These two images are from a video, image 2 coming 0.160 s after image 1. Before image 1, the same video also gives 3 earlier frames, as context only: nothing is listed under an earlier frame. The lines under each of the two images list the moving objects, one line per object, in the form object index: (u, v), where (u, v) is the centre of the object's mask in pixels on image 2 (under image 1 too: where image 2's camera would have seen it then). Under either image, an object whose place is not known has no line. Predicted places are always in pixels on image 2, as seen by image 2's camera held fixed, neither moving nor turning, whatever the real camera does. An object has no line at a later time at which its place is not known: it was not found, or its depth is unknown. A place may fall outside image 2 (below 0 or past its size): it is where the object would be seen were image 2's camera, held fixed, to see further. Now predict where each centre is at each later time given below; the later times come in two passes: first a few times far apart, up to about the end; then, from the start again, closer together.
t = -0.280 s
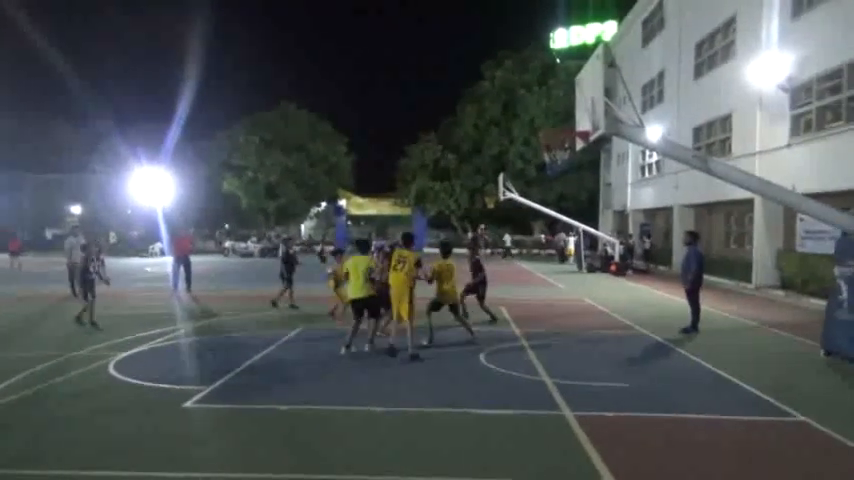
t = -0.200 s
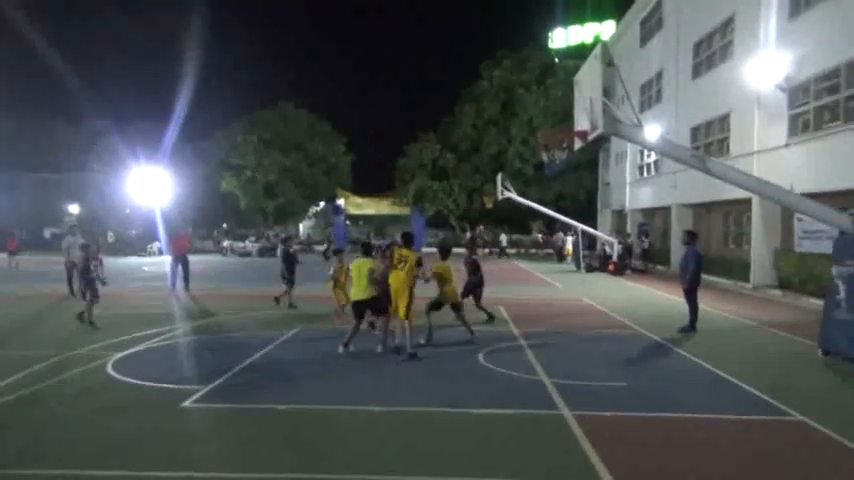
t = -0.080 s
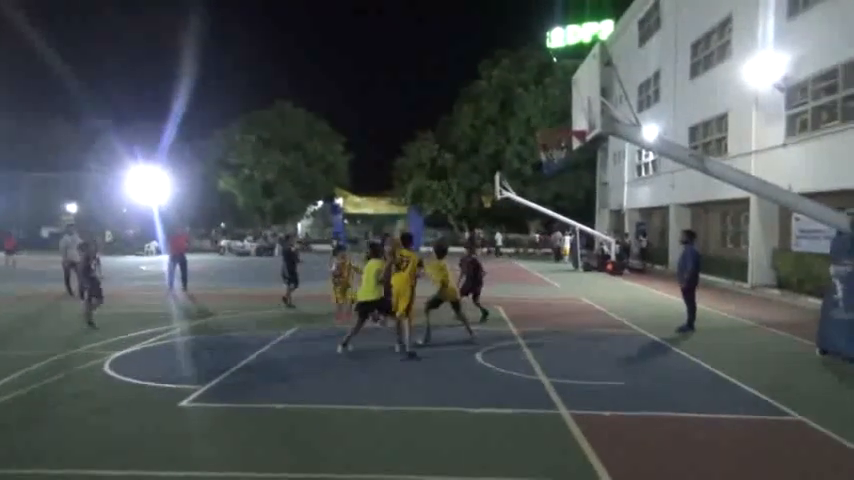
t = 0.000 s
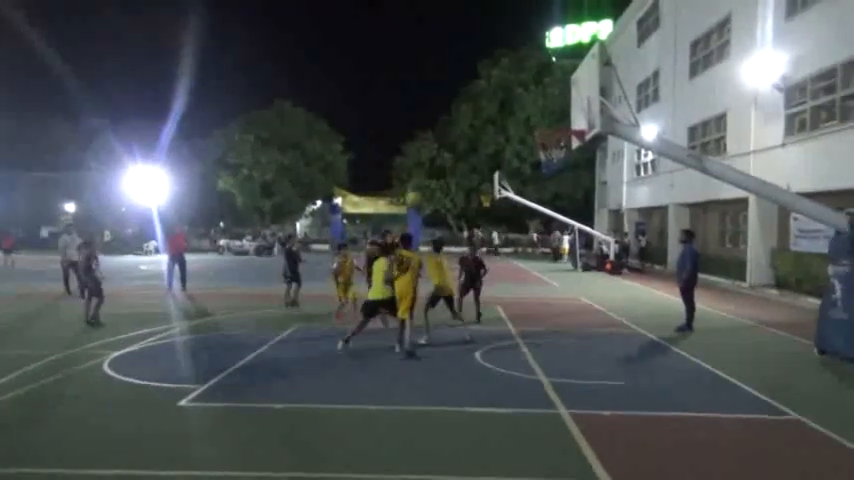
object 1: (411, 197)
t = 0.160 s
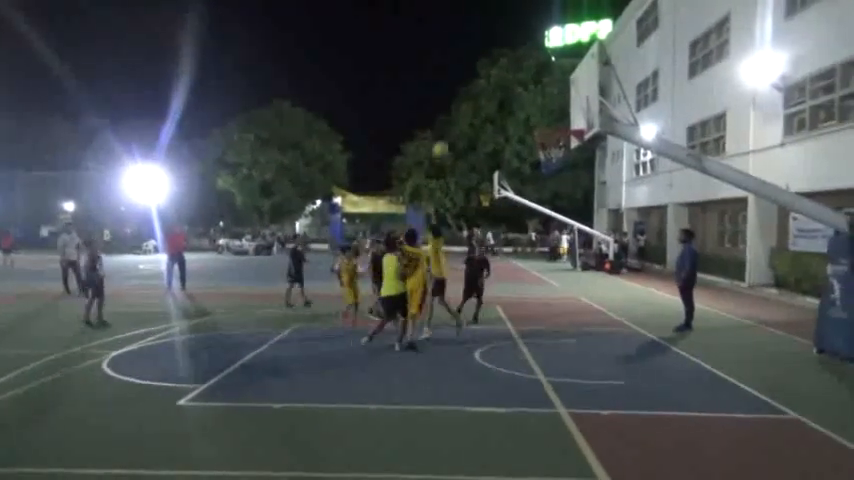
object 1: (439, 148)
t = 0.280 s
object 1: (461, 121)
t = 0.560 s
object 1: (514, 92)
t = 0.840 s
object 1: (573, 118)
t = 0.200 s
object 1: (447, 138)
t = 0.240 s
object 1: (454, 129)
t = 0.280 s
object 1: (461, 121)
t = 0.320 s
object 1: (468, 113)
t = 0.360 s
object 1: (475, 108)
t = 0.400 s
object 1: (483, 103)
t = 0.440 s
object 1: (491, 99)
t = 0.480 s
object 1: (499, 96)
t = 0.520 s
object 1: (506, 94)
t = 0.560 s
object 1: (514, 92)
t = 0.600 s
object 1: (522, 91)
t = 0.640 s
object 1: (530, 92)
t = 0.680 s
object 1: (539, 95)
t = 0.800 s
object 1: (562, 110)
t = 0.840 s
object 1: (573, 118)
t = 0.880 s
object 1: (567, 121)
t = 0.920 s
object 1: (559, 115)
